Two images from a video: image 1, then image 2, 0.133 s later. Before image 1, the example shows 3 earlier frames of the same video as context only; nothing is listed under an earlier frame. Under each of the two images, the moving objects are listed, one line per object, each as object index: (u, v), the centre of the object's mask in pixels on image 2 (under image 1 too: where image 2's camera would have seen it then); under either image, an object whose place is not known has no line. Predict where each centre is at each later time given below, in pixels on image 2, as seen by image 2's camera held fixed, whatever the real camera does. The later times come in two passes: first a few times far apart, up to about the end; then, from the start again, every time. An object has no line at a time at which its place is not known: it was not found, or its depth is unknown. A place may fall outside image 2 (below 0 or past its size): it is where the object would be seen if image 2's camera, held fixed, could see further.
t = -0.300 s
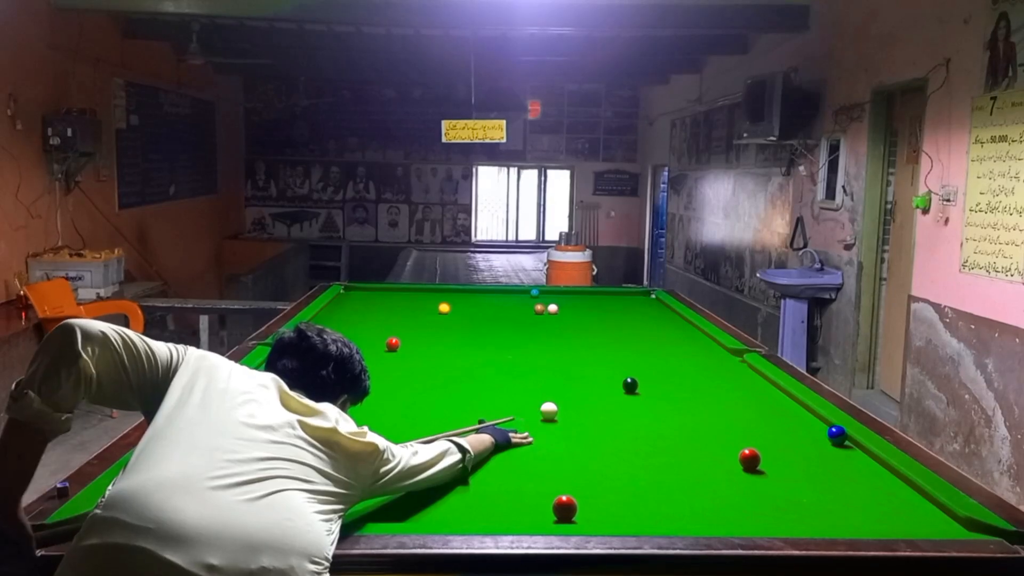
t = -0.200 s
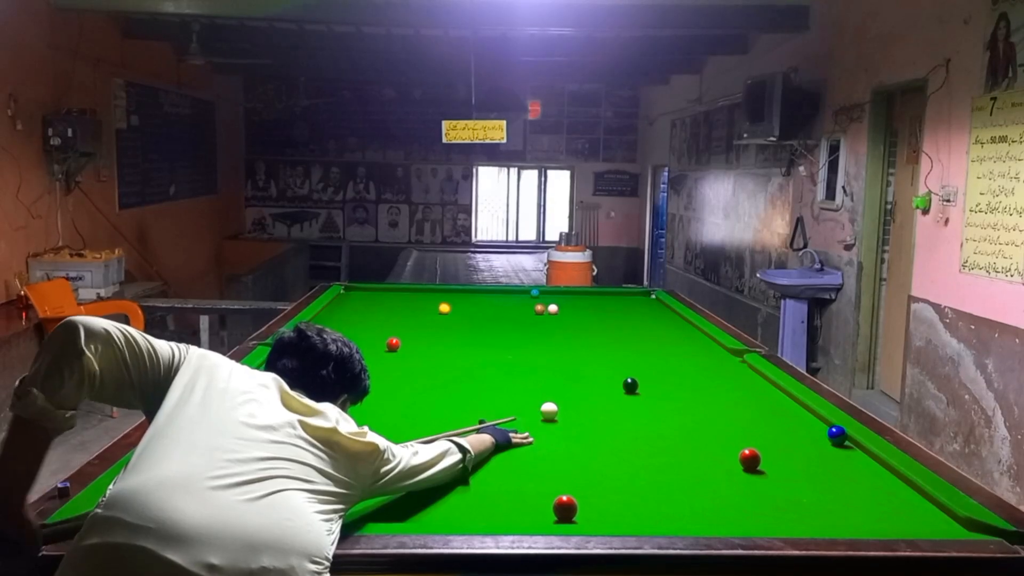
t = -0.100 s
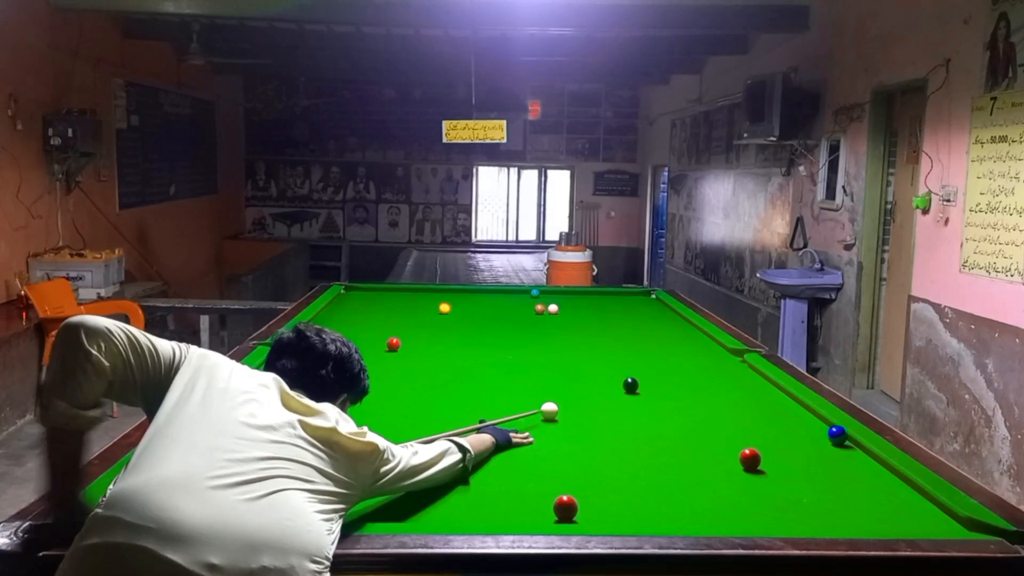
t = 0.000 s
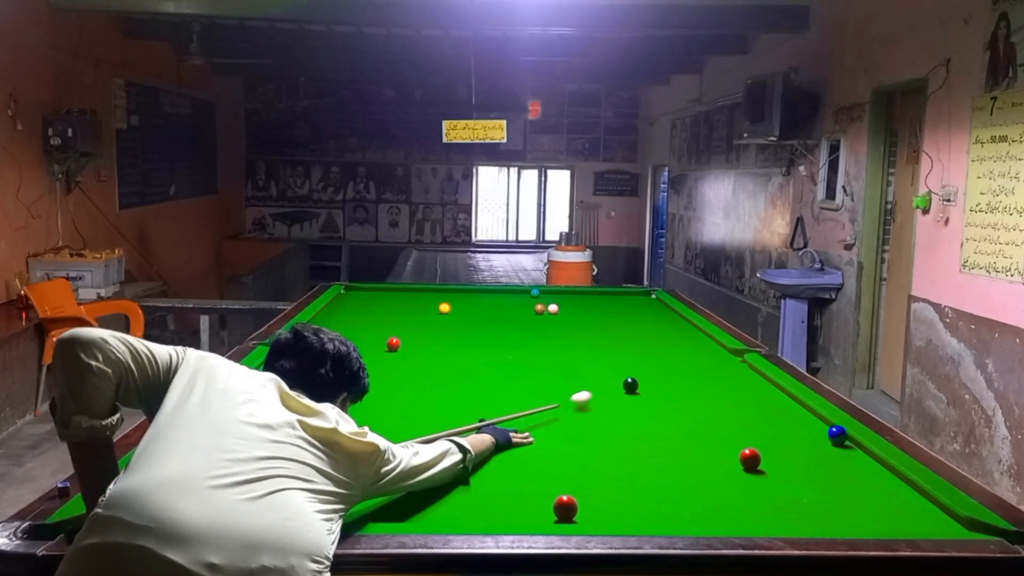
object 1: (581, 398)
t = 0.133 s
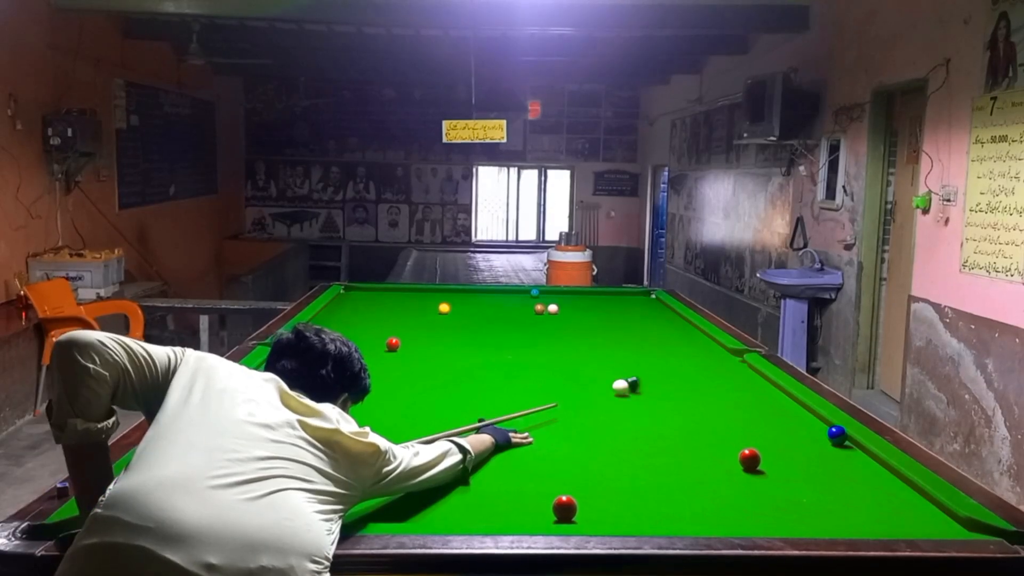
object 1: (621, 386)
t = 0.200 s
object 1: (621, 386)
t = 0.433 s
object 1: (633, 379)
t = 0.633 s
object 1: (644, 374)
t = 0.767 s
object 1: (650, 370)
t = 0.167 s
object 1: (621, 386)
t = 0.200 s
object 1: (621, 386)
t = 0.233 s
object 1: (622, 385)
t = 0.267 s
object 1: (623, 384)
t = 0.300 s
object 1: (626, 383)
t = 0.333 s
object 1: (627, 382)
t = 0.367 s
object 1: (629, 381)
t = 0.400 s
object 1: (631, 380)
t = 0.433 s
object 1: (633, 379)
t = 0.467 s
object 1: (635, 378)
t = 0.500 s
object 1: (637, 377)
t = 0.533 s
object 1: (639, 376)
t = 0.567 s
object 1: (640, 376)
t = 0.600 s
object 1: (642, 375)
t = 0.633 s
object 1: (644, 374)
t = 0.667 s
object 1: (645, 373)
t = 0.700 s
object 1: (647, 372)
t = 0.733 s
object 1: (648, 371)
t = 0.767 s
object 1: (650, 370)
